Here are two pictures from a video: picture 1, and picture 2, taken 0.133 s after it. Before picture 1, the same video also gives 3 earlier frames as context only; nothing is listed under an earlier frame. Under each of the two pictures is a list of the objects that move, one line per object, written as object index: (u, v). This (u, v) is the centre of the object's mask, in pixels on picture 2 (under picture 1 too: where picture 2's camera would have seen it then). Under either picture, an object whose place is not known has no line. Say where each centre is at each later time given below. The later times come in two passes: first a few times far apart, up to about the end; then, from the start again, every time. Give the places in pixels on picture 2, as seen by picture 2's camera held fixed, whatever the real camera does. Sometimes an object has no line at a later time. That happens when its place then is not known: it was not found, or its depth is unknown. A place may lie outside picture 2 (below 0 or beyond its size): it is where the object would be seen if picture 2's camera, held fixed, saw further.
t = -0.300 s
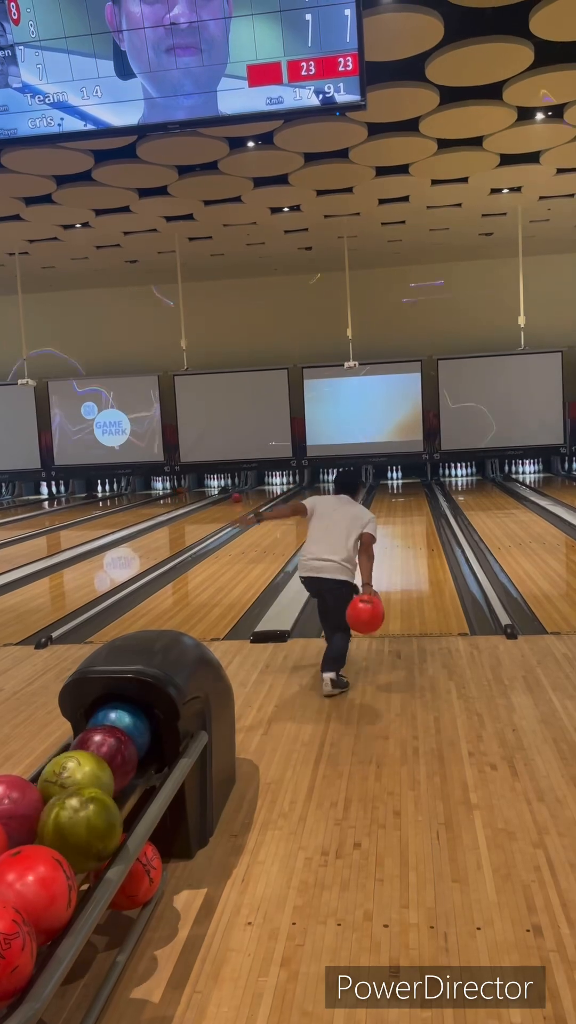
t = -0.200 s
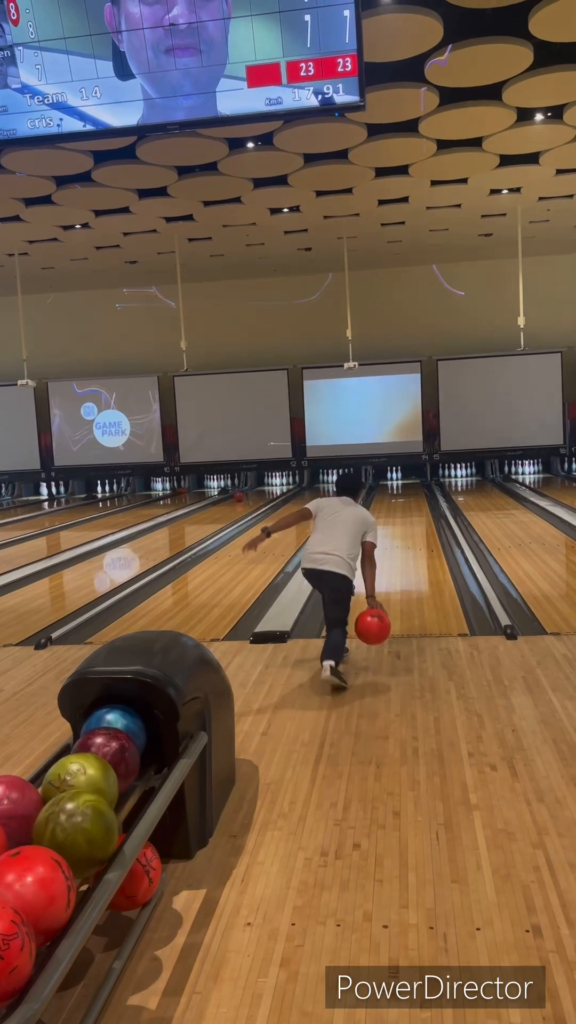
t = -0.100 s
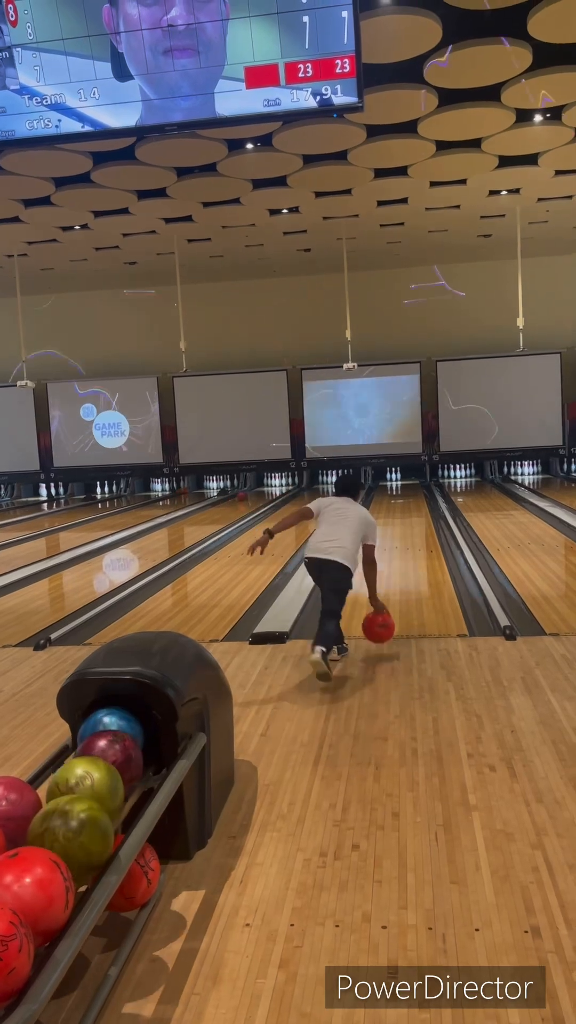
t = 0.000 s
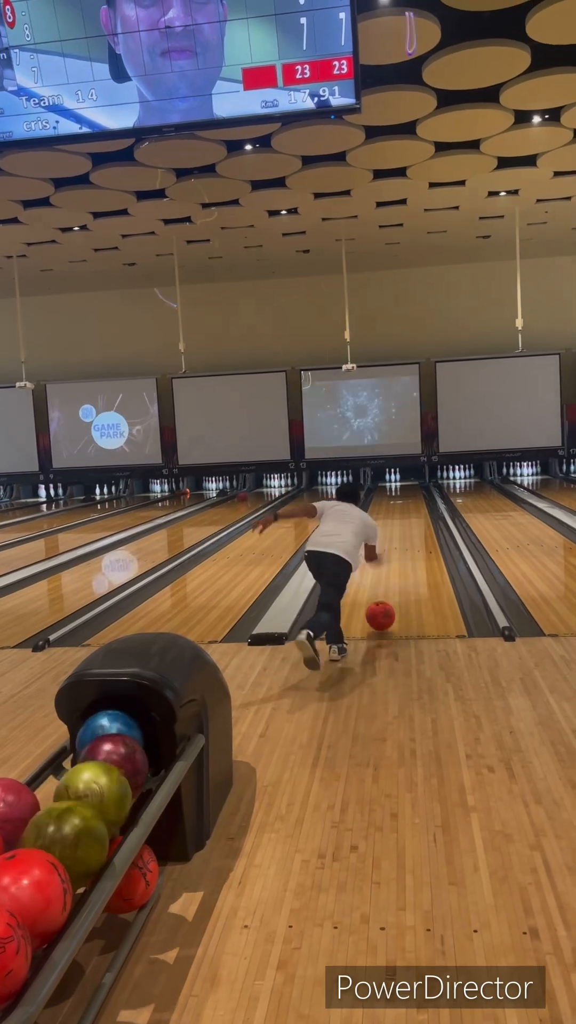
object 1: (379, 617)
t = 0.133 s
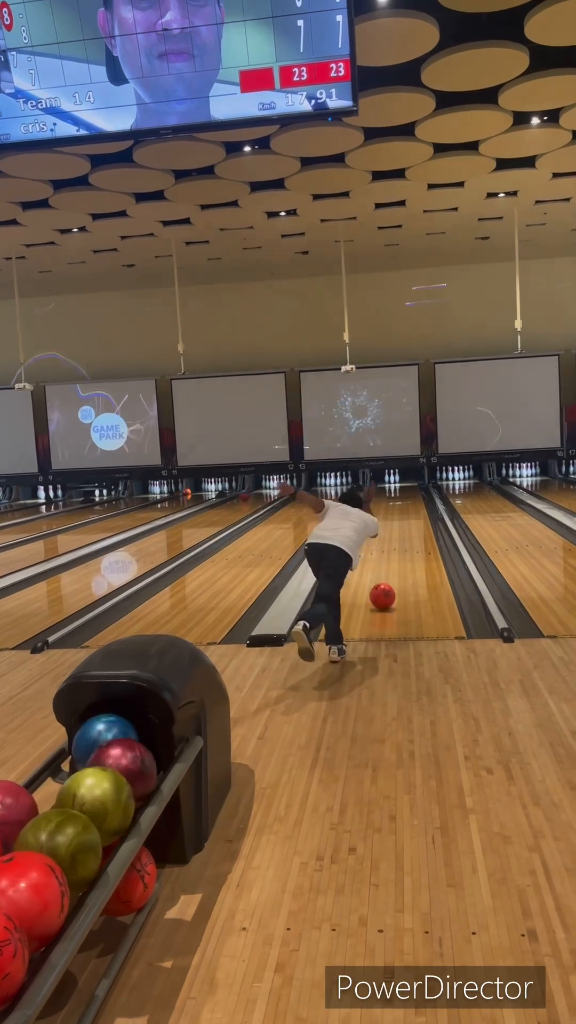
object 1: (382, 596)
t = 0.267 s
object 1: (385, 579)
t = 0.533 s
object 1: (388, 553)
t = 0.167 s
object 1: (383, 591)
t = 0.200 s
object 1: (384, 587)
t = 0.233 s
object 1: (384, 583)
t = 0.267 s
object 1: (385, 579)
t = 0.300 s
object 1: (385, 575)
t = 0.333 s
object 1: (386, 571)
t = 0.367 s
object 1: (386, 568)
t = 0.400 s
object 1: (387, 565)
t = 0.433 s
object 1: (387, 561)
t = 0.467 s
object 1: (388, 559)
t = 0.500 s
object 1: (388, 556)
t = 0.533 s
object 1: (388, 553)
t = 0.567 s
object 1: (389, 550)
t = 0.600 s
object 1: (389, 548)
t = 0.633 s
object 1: (388, 547)
